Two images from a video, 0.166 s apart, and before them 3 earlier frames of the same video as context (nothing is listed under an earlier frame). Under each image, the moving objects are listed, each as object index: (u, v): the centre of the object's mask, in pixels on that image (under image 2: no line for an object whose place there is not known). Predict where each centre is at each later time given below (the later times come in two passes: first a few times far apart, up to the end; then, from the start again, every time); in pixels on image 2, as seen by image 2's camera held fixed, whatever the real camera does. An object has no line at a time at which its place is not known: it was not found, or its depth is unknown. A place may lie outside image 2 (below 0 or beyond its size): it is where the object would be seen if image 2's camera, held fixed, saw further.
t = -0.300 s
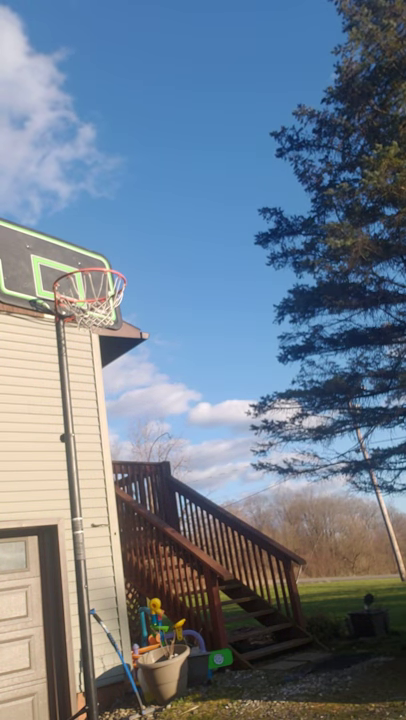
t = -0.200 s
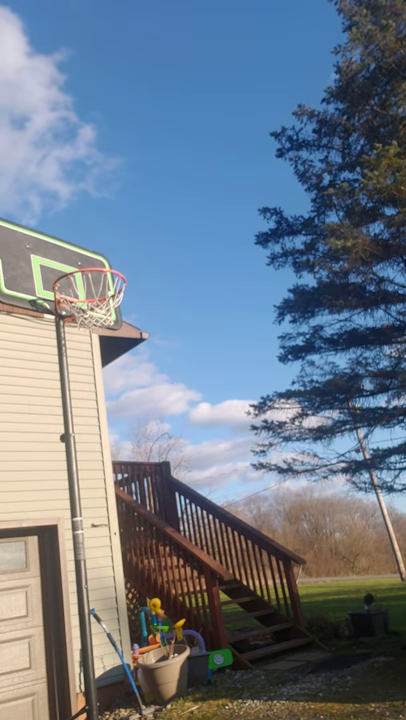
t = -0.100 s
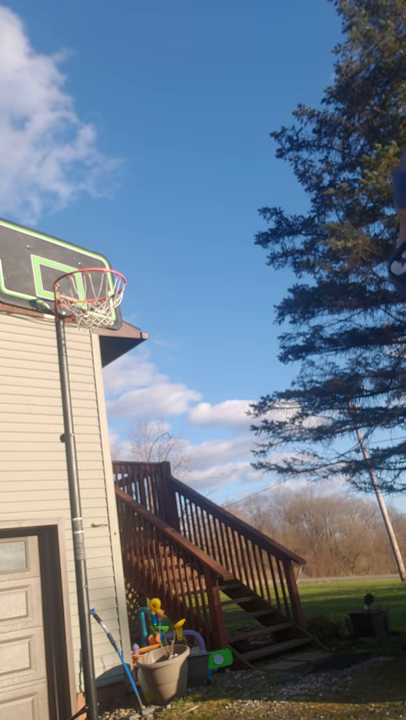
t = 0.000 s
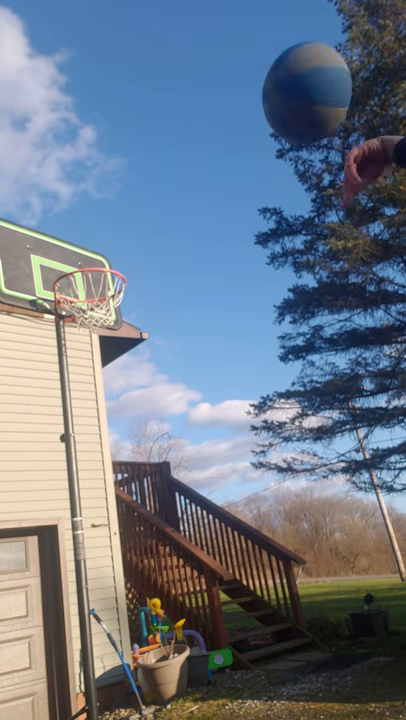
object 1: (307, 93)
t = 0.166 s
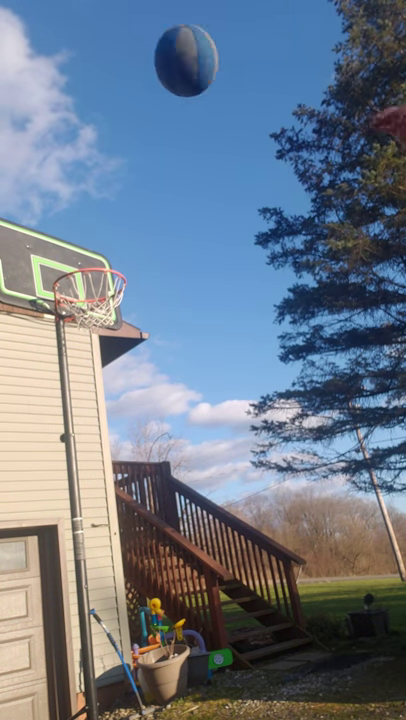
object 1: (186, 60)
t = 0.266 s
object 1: (145, 70)
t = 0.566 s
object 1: (82, 166)
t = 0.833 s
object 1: (65, 266)
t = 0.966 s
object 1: (80, 252)
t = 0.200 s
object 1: (171, 61)
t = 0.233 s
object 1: (157, 64)
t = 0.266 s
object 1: (145, 70)
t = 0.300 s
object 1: (135, 76)
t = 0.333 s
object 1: (125, 84)
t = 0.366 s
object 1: (117, 93)
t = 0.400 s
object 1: (110, 103)
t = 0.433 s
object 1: (103, 114)
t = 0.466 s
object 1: (97, 126)
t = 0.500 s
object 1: (92, 138)
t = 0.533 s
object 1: (87, 152)
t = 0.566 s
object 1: (82, 166)
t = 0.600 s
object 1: (78, 181)
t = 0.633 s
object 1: (74, 196)
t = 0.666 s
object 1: (71, 213)
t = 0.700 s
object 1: (68, 229)
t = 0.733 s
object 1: (65, 247)
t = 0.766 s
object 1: (61, 264)
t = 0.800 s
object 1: (61, 276)
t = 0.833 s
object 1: (65, 266)
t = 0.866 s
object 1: (68, 262)
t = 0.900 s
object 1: (72, 257)
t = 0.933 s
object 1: (77, 254)
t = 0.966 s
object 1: (80, 252)
